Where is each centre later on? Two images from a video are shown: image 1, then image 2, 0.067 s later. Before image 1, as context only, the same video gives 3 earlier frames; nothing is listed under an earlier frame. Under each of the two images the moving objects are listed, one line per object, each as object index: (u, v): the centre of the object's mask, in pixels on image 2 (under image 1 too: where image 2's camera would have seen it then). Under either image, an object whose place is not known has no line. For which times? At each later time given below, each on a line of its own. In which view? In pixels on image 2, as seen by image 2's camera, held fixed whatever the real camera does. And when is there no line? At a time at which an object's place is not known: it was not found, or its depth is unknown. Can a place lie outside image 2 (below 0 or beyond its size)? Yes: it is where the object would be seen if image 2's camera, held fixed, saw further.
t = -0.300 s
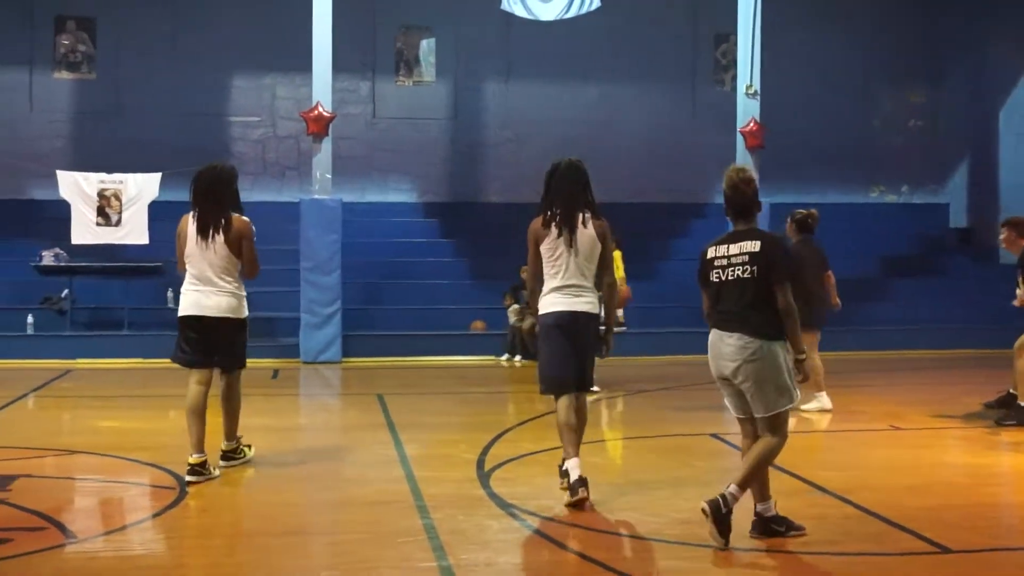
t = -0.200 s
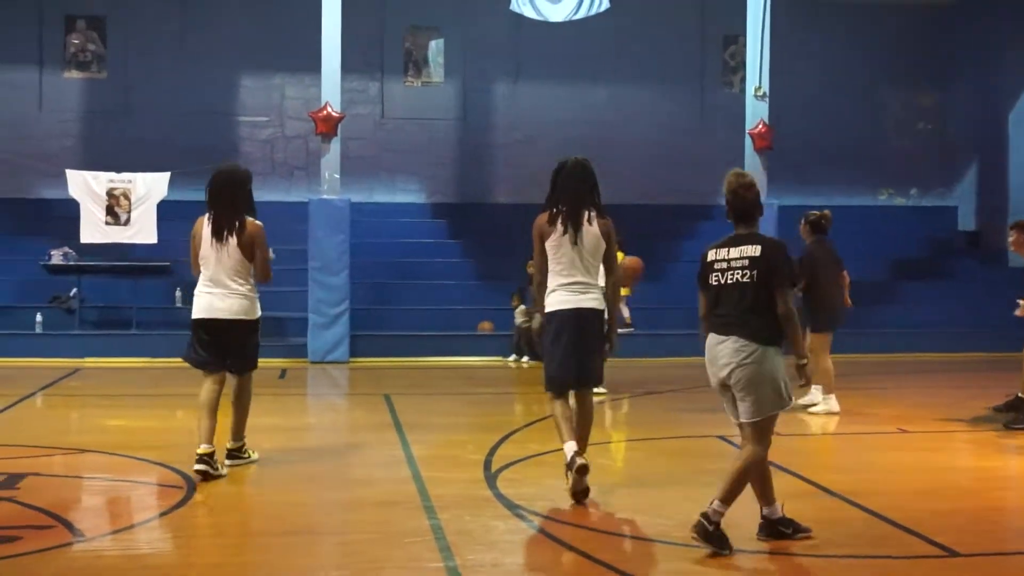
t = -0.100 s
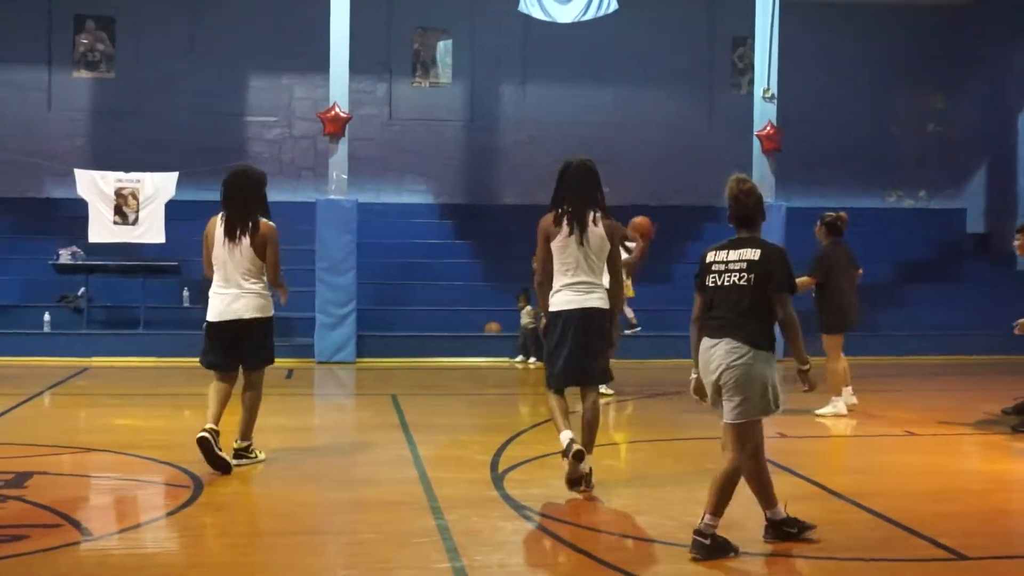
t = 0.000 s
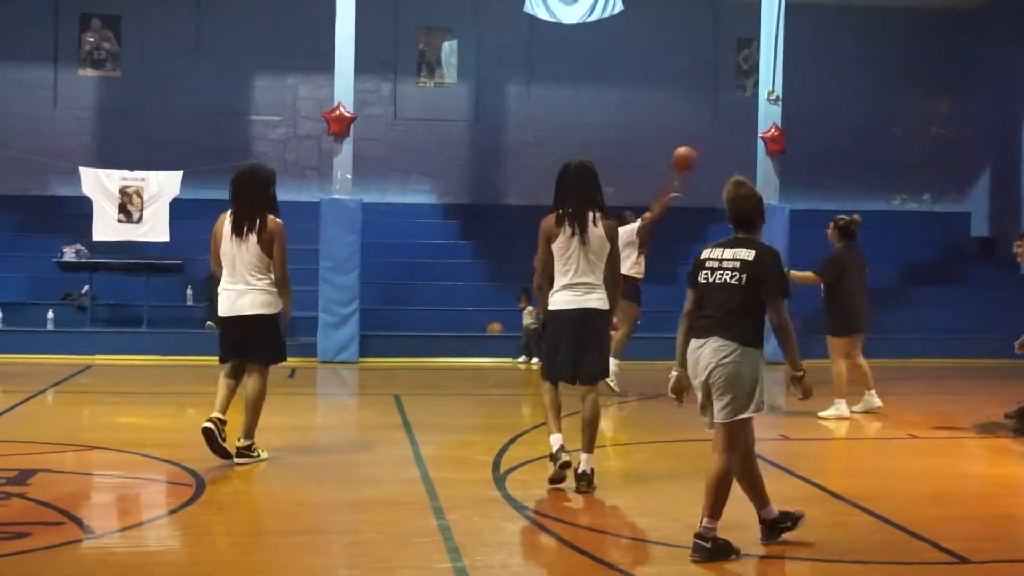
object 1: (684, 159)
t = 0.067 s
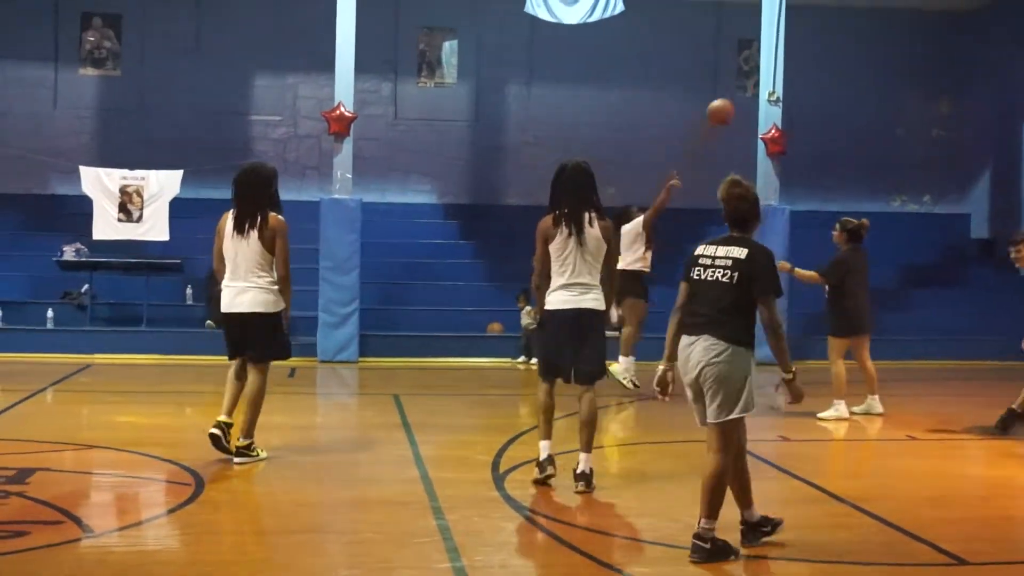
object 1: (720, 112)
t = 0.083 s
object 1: (729, 100)
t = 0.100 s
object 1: (739, 89)
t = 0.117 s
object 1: (748, 78)
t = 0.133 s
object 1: (758, 69)
